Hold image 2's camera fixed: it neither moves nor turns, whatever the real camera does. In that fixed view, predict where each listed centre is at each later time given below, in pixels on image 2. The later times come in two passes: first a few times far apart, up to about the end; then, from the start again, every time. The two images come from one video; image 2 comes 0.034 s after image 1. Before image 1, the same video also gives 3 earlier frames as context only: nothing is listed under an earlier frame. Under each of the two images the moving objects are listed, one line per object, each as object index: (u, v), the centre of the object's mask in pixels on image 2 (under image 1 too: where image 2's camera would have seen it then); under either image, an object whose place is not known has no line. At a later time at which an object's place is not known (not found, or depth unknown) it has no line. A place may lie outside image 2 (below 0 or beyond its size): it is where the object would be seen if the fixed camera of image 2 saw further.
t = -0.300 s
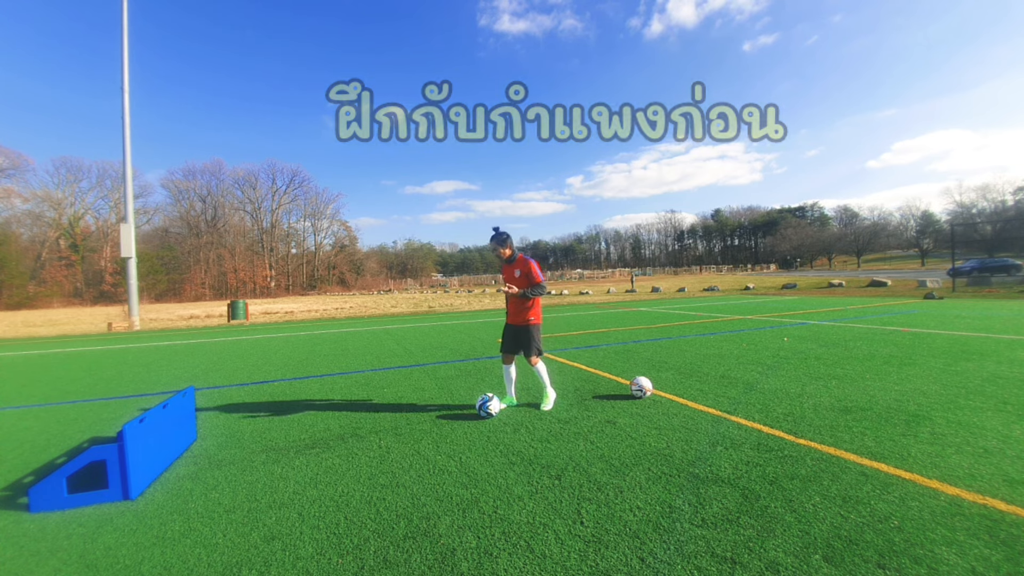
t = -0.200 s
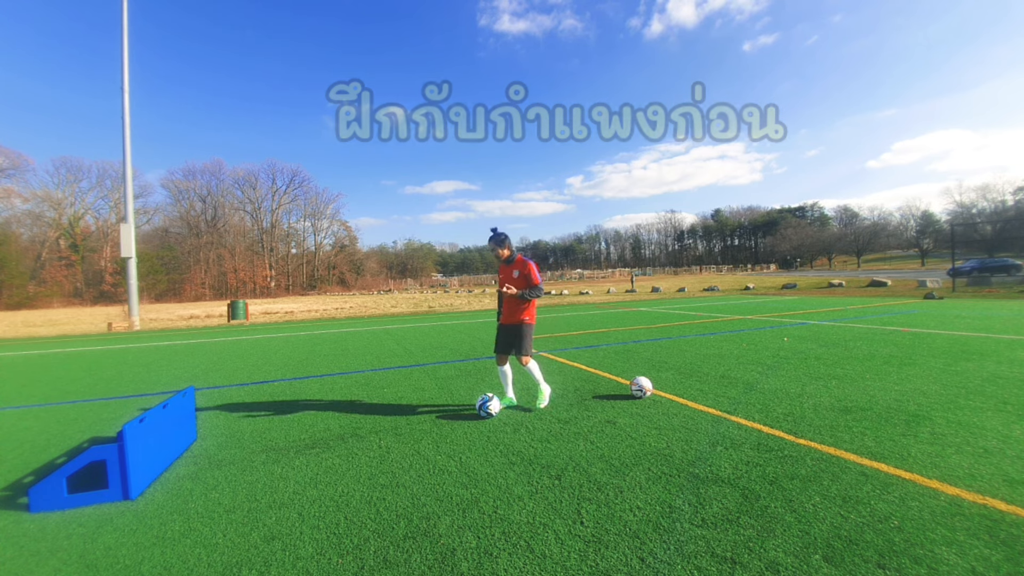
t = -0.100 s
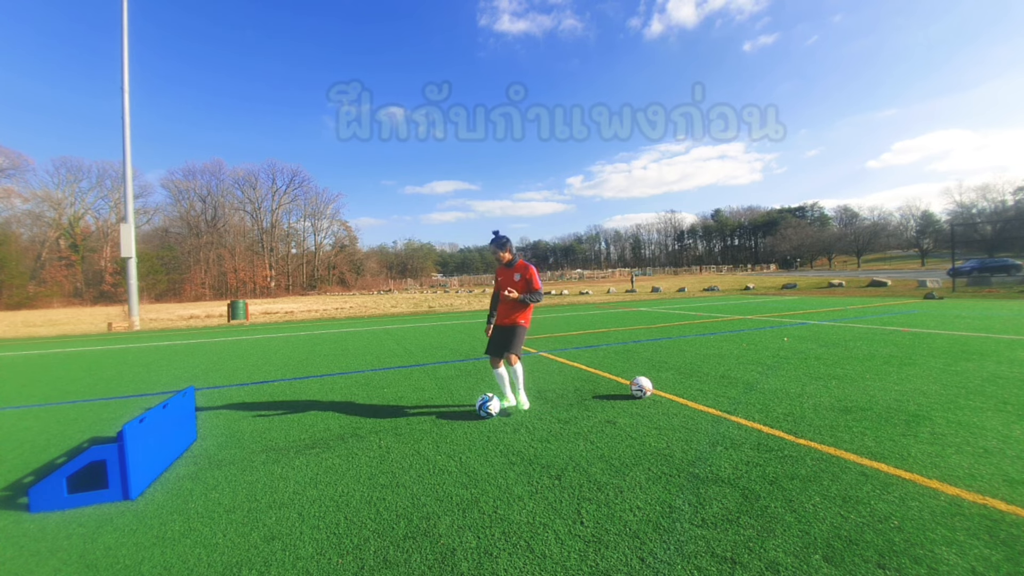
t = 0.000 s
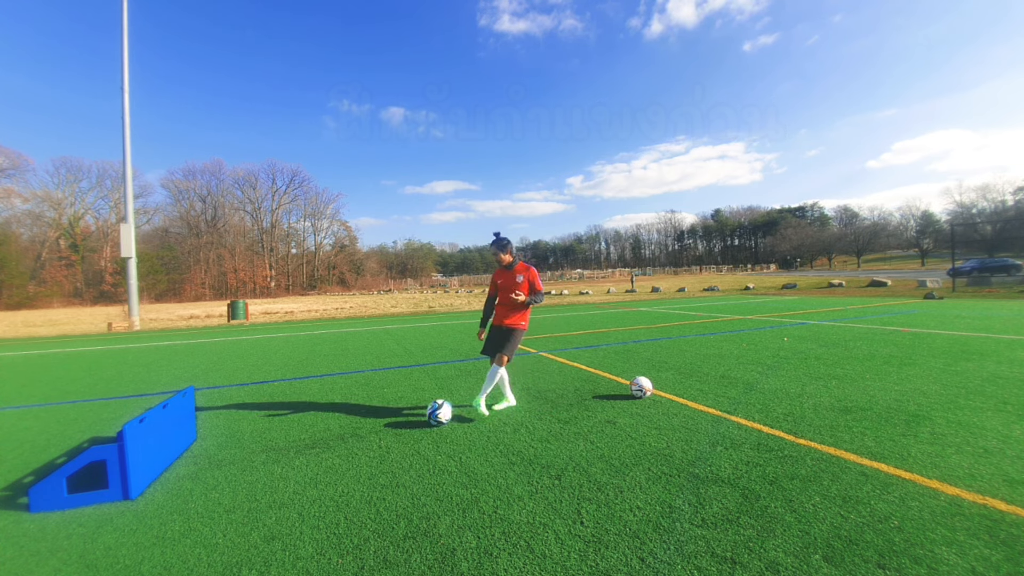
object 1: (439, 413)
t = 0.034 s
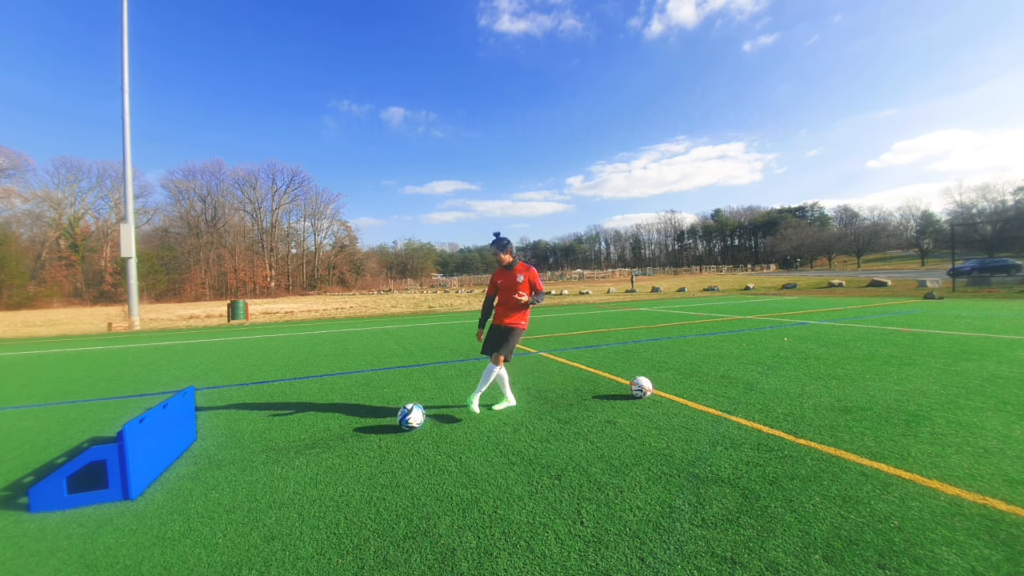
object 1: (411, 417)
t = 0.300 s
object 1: (185, 448)
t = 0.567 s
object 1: (326, 426)
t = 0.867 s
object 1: (408, 416)
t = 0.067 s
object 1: (382, 421)
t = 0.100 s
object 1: (352, 426)
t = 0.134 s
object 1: (322, 430)
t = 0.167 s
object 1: (291, 435)
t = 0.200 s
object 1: (259, 441)
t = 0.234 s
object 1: (229, 444)
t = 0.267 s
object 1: (198, 447)
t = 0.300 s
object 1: (185, 448)
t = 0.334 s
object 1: (207, 442)
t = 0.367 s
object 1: (227, 439)
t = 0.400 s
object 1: (247, 436)
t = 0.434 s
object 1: (267, 435)
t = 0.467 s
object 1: (286, 436)
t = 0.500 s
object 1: (301, 433)
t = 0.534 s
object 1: (313, 429)
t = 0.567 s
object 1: (326, 426)
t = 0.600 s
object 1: (338, 425)
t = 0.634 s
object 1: (350, 425)
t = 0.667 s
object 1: (360, 424)
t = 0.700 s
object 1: (369, 421)
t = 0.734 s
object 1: (377, 420)
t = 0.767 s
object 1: (386, 420)
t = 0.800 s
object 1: (393, 418)
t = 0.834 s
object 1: (401, 417)
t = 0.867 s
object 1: (408, 416)
